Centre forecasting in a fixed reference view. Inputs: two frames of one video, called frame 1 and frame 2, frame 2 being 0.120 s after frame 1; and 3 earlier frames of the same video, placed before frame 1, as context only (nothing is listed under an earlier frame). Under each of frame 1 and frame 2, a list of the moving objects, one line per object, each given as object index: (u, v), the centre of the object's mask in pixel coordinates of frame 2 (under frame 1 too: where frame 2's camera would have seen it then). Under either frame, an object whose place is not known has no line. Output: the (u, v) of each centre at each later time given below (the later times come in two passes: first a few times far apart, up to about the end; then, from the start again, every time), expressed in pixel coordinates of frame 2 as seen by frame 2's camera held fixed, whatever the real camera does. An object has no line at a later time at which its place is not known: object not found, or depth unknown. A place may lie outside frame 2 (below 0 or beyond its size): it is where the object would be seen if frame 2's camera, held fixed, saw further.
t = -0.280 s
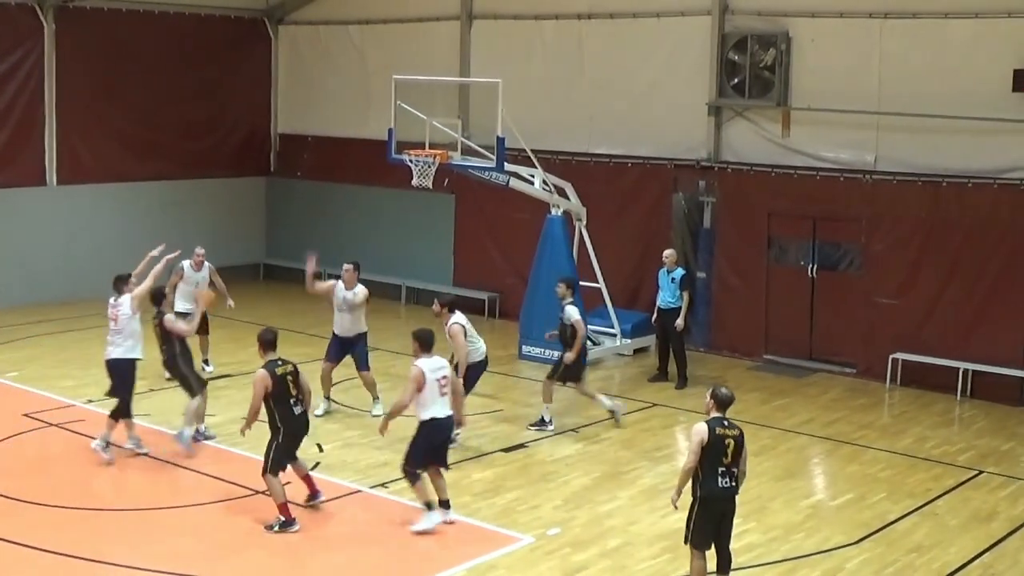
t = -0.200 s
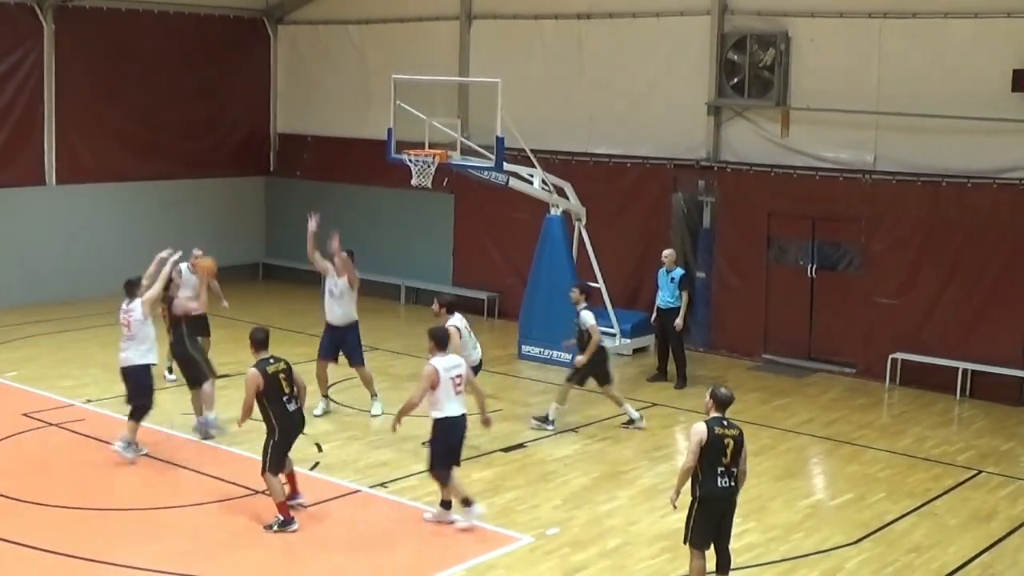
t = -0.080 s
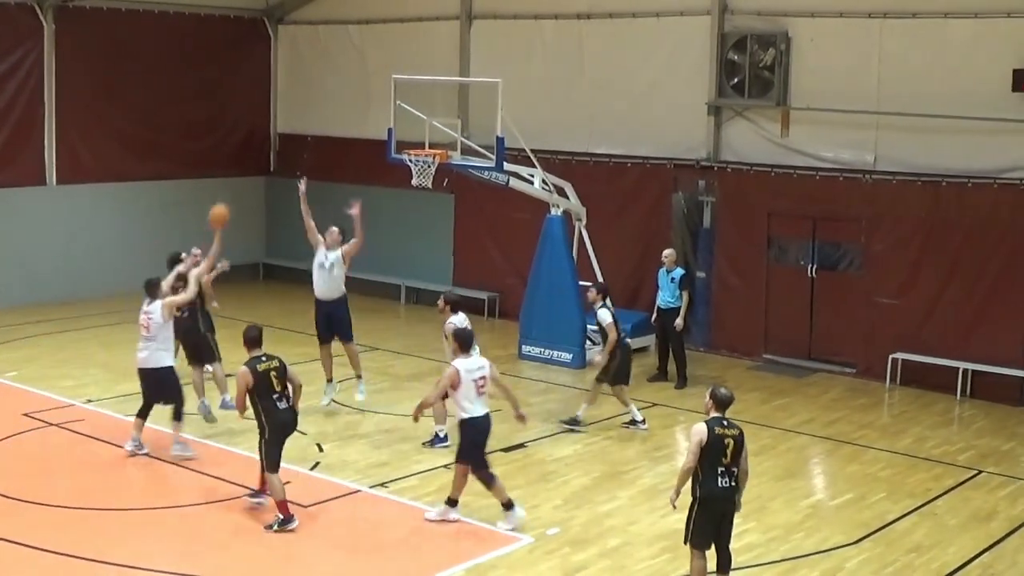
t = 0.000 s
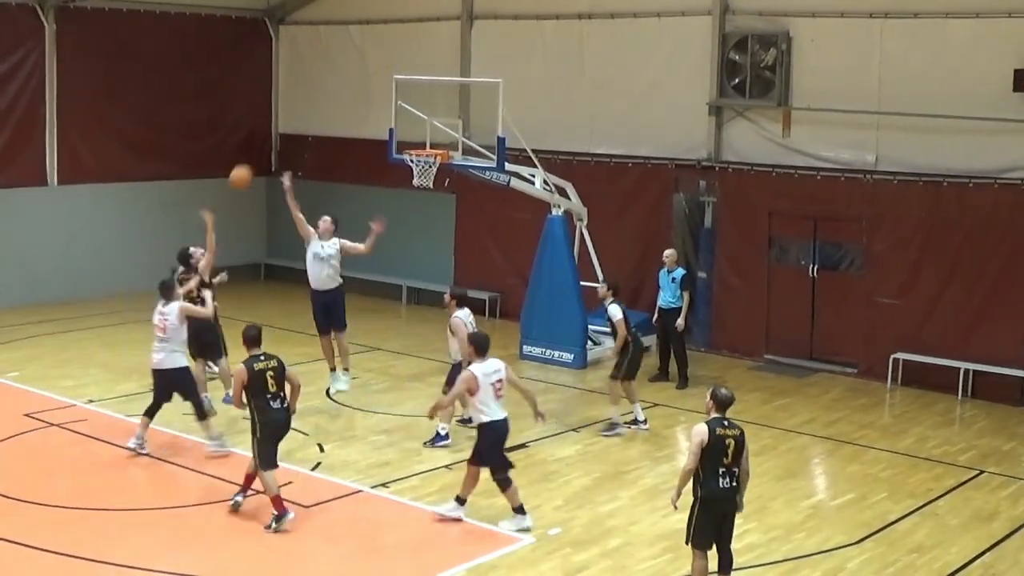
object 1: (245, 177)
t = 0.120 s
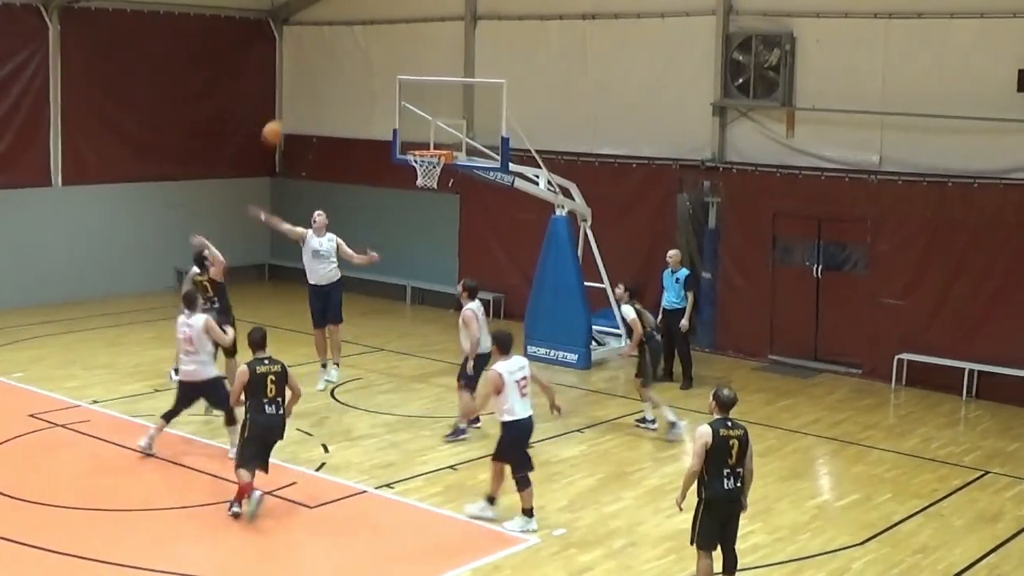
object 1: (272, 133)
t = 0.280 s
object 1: (311, 92)
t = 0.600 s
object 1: (379, 81)
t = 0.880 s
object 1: (432, 138)
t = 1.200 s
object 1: (397, 113)
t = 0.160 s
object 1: (283, 119)
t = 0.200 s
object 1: (292, 109)
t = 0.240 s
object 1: (301, 99)
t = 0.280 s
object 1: (311, 92)
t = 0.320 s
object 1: (321, 86)
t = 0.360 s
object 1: (329, 81)
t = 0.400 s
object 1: (338, 77)
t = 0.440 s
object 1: (346, 76)
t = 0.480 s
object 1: (355, 75)
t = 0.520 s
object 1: (363, 75)
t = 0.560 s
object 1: (371, 77)
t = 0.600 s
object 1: (379, 81)
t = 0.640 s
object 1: (388, 85)
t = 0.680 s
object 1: (395, 91)
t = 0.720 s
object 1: (403, 98)
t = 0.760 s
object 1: (410, 106)
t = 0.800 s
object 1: (419, 115)
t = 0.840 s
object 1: (426, 127)
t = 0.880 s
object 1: (432, 138)
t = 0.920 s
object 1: (436, 145)
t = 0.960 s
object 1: (424, 144)
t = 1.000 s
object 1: (417, 142)
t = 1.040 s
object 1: (413, 134)
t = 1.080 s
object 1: (409, 127)
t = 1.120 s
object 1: (405, 120)
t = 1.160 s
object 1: (402, 115)
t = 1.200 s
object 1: (397, 113)
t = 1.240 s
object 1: (394, 111)
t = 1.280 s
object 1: (390, 110)
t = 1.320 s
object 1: (386, 110)
